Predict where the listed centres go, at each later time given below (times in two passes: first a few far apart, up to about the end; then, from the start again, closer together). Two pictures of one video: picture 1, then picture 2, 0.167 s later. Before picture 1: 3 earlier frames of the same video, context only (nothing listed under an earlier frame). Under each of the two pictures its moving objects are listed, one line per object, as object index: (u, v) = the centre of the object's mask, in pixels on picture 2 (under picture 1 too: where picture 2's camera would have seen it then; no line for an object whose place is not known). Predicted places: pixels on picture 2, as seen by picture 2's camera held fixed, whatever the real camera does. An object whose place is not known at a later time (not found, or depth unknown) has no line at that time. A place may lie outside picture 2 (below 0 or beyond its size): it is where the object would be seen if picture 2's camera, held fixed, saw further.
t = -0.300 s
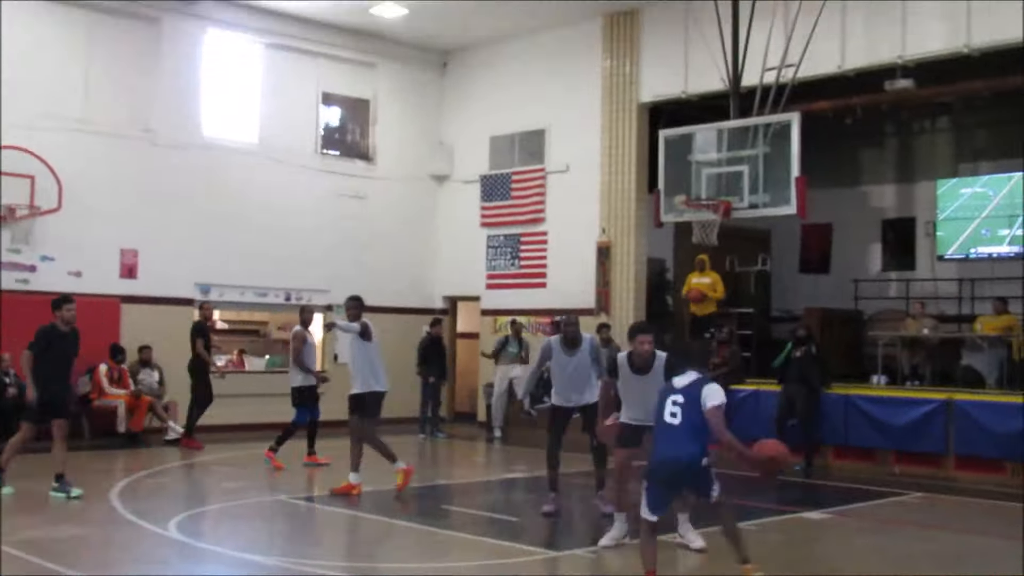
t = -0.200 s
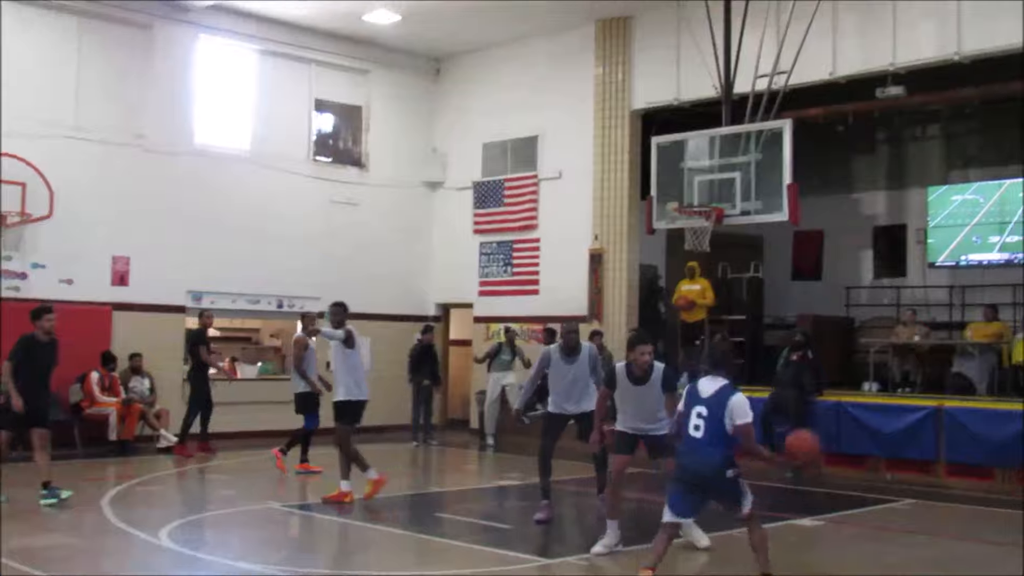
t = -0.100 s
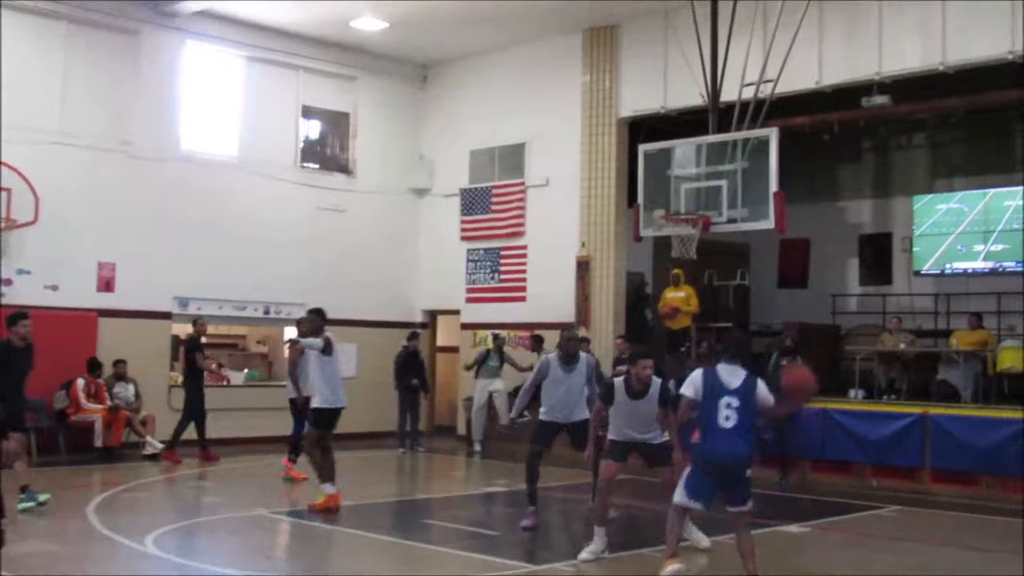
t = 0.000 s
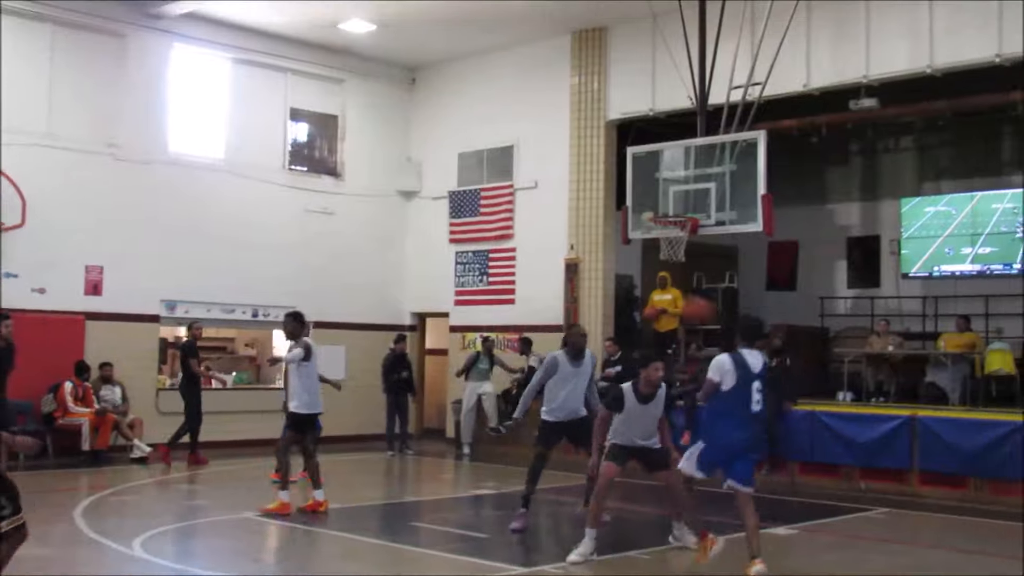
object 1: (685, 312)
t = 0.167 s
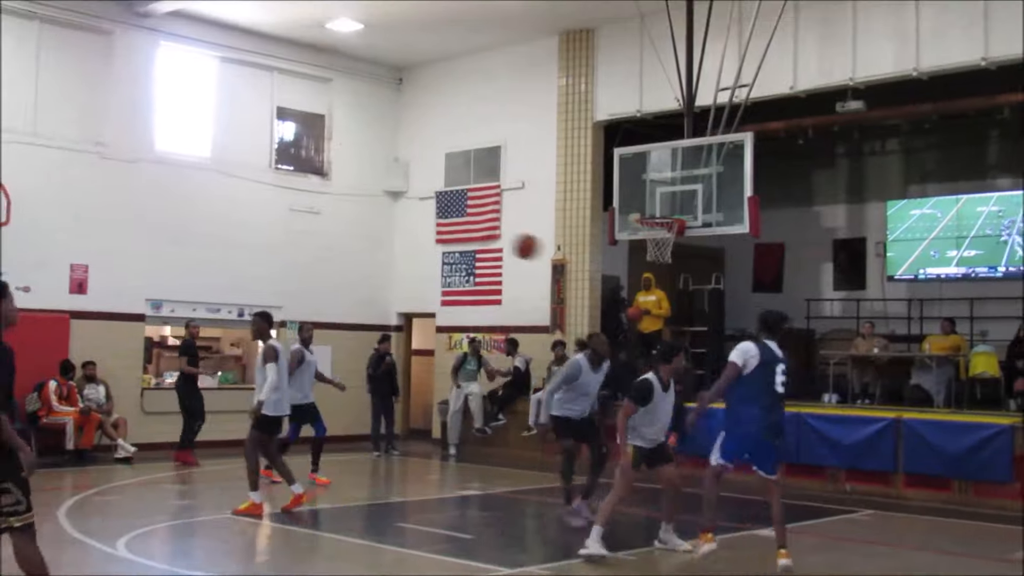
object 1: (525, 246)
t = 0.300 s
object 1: (431, 222)
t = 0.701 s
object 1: (237, 244)
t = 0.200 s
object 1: (500, 238)
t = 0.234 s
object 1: (475, 233)
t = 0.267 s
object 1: (454, 227)
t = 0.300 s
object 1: (431, 222)
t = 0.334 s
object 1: (411, 220)
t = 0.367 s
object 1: (392, 219)
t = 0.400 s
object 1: (373, 218)
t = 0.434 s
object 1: (355, 218)
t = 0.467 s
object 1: (338, 219)
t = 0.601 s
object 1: (277, 230)
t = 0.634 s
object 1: (262, 233)
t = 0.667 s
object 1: (250, 238)
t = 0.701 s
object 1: (237, 244)
